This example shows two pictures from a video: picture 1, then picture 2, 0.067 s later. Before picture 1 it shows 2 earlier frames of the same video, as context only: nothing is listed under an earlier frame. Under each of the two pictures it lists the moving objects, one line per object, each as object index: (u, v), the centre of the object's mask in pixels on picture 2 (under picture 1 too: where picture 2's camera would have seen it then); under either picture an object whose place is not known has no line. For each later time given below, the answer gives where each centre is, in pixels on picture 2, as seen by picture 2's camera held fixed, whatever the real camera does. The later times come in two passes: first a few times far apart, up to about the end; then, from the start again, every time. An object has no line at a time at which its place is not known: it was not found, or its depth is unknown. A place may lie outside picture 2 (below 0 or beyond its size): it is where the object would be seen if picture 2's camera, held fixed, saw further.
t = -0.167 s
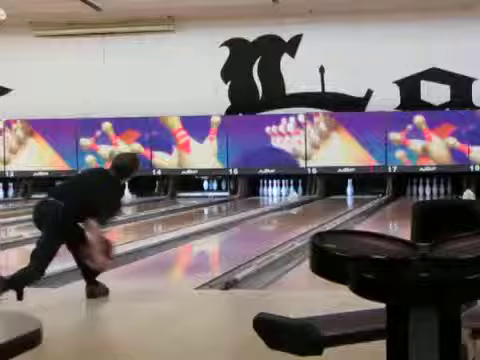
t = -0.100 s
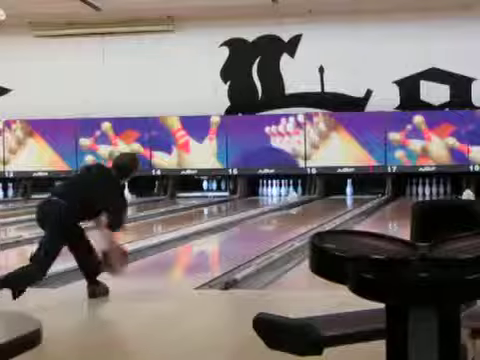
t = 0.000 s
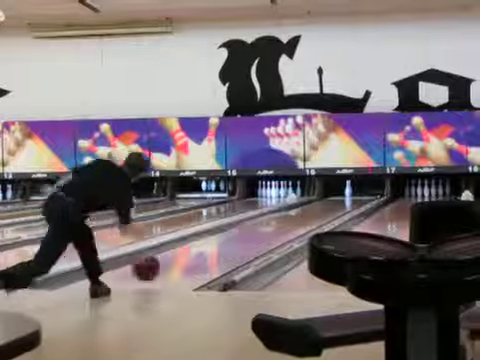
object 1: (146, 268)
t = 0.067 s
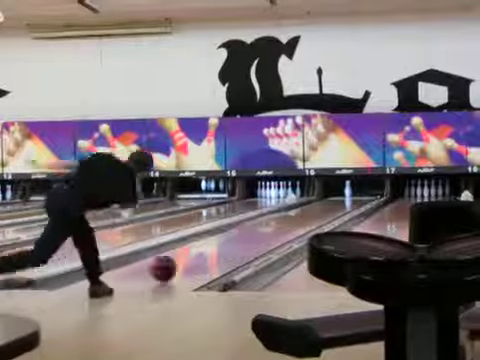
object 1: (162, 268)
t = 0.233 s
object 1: (200, 255)
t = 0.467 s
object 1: (240, 241)
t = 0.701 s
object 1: (270, 231)
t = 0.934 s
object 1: (293, 222)
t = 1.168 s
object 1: (311, 216)
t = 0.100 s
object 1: (171, 265)
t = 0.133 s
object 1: (179, 264)
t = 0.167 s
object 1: (187, 260)
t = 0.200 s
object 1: (194, 257)
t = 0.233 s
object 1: (200, 255)
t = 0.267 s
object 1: (207, 253)
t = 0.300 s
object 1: (213, 251)
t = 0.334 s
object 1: (219, 249)
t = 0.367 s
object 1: (224, 246)
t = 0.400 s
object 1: (230, 244)
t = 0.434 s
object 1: (234, 242)
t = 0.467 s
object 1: (240, 241)
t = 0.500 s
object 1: (244, 238)
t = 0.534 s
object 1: (249, 237)
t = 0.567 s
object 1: (253, 236)
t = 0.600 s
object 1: (257, 234)
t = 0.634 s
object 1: (262, 232)
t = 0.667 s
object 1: (265, 231)
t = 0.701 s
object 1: (270, 231)
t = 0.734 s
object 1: (274, 228)
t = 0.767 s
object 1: (277, 227)
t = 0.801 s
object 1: (279, 227)
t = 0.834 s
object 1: (283, 225)
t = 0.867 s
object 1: (288, 224)
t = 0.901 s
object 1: (290, 223)
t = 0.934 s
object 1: (293, 222)
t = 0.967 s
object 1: (296, 221)
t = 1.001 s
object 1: (297, 221)
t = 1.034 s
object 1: (301, 219)
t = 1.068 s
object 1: (302, 219)
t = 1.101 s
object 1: (306, 218)
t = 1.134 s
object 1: (307, 217)
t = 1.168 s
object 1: (311, 216)
